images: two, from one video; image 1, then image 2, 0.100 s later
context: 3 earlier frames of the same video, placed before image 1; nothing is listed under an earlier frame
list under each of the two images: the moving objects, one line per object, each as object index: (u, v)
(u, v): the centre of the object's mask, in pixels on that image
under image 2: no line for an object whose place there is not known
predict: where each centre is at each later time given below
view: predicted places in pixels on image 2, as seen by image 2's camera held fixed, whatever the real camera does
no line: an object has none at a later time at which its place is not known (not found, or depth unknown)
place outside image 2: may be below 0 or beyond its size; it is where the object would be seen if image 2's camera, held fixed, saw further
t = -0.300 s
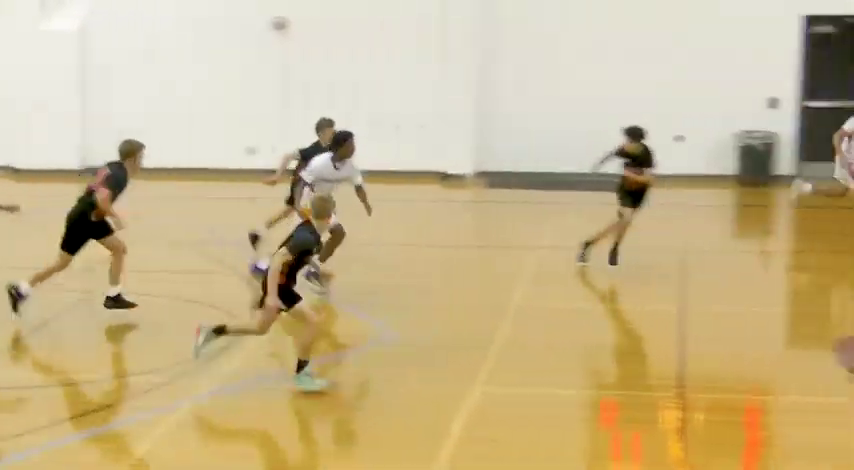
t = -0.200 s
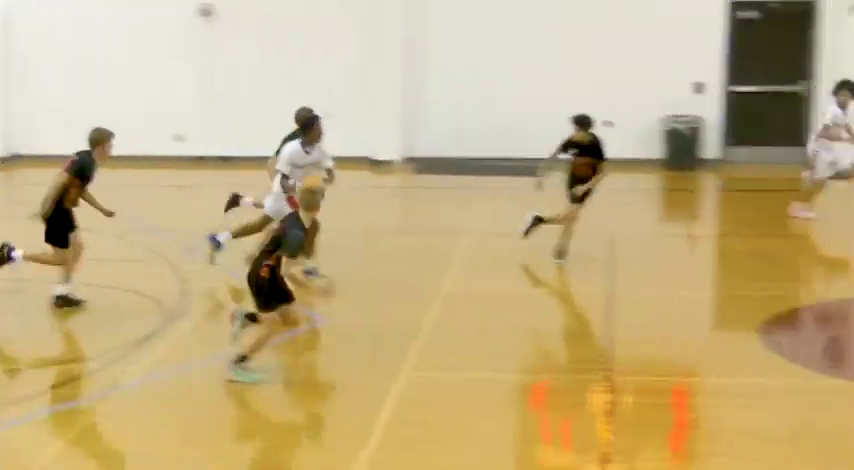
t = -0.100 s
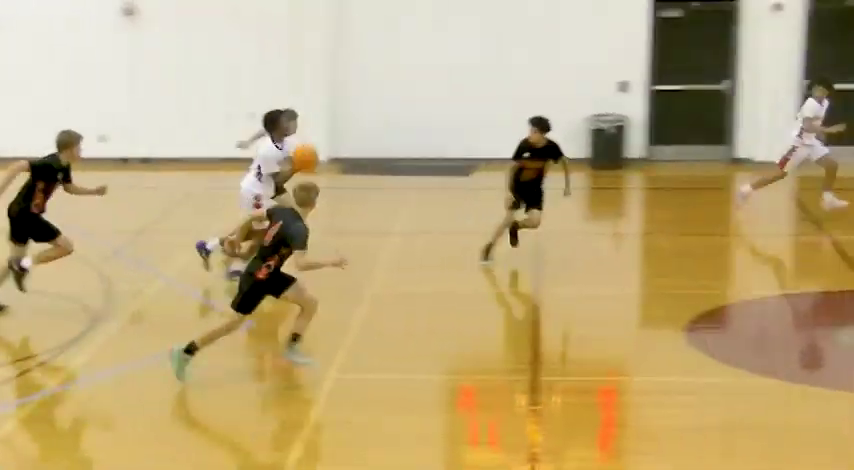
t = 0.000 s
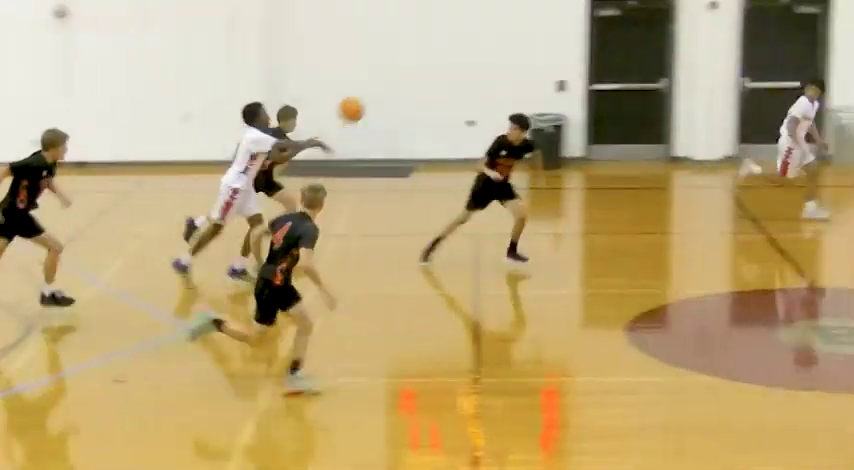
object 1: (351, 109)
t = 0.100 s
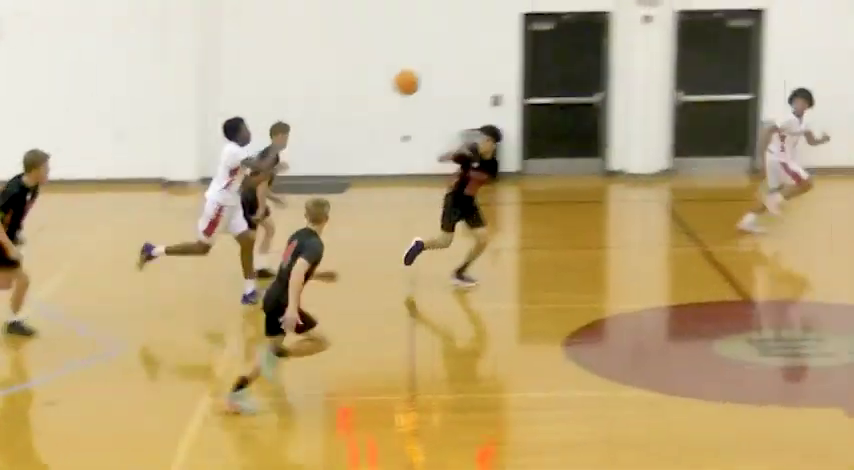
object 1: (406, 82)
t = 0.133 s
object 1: (445, 71)
